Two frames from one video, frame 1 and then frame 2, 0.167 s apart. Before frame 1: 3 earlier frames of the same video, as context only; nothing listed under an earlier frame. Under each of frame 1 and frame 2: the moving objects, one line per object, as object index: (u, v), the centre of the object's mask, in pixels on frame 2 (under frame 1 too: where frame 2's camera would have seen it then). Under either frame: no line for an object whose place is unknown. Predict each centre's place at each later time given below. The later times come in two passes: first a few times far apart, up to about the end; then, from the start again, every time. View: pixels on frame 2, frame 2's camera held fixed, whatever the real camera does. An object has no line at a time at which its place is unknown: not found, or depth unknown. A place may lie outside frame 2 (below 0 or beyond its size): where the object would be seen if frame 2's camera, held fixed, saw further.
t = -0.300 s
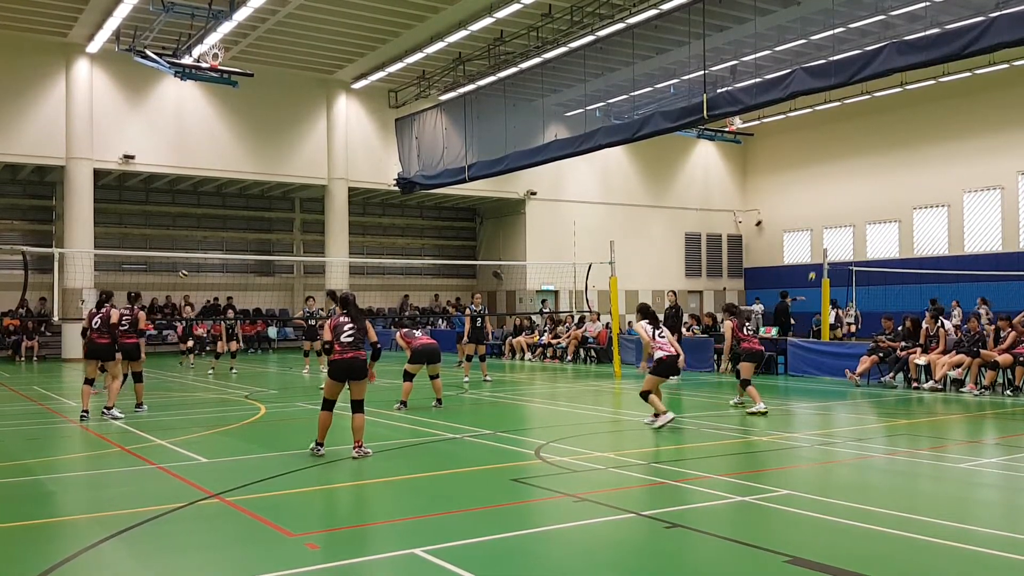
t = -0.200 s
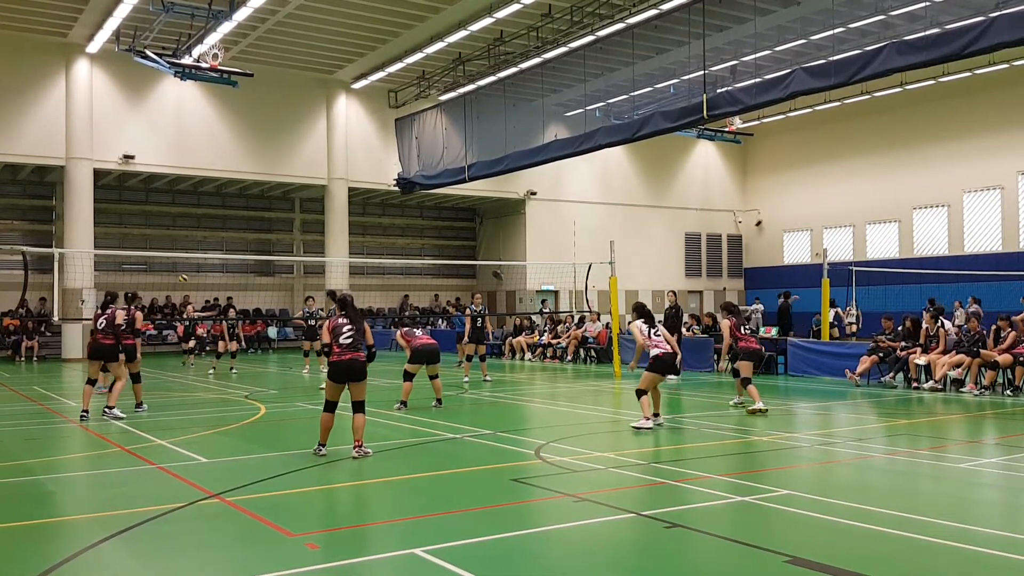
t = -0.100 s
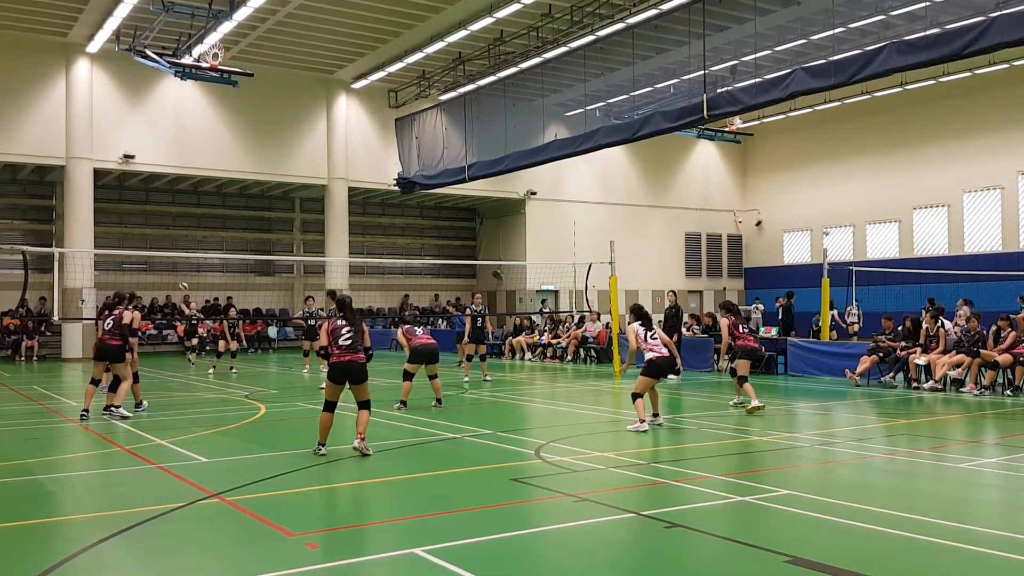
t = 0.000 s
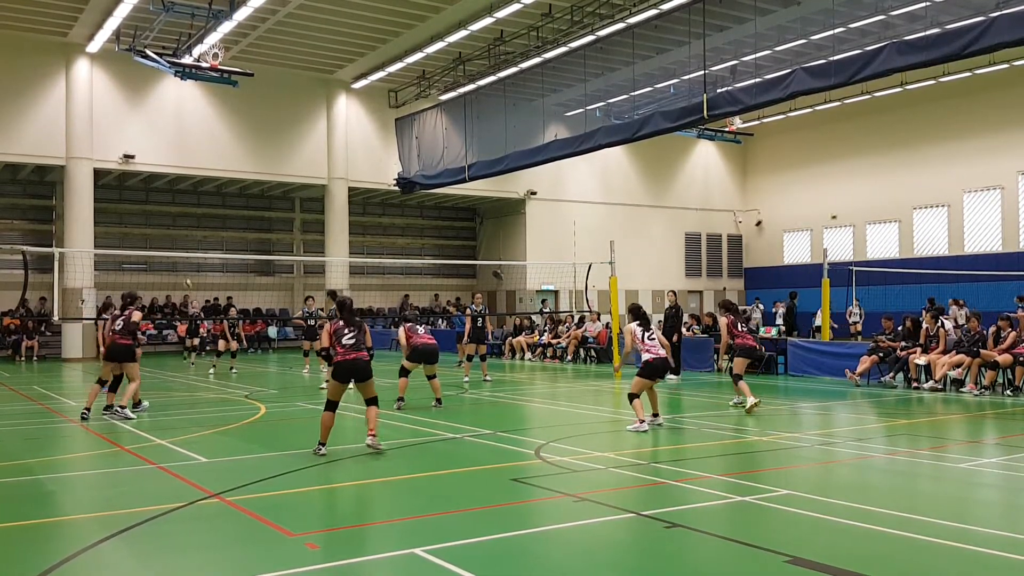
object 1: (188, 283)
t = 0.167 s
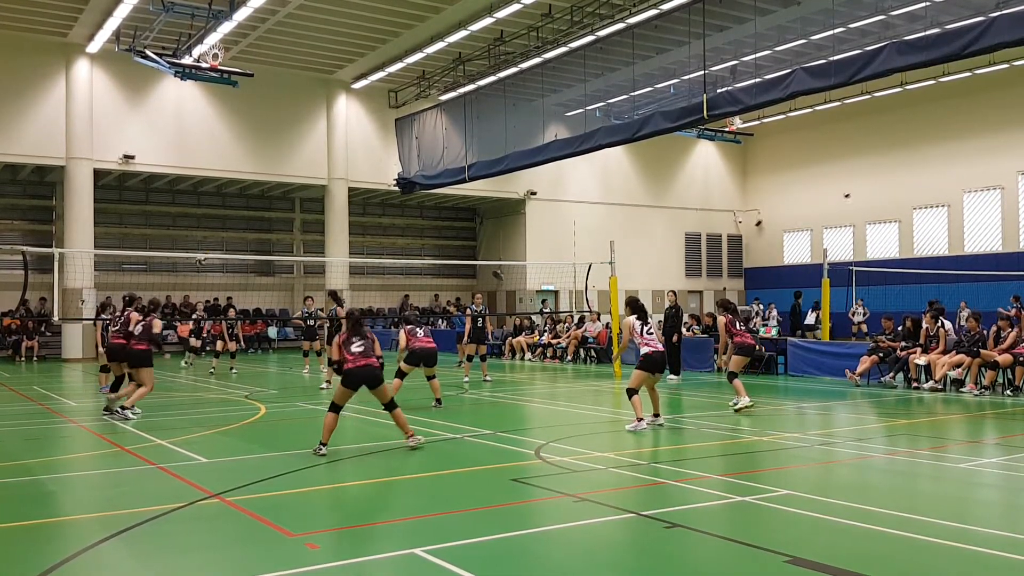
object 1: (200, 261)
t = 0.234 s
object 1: (205, 251)
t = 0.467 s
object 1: (224, 244)
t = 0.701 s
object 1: (246, 249)
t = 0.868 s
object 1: (260, 262)
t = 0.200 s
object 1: (203, 260)
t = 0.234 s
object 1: (205, 251)
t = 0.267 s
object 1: (207, 249)
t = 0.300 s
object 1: (210, 247)
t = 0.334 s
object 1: (212, 245)
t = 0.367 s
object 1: (215, 244)
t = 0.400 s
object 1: (218, 244)
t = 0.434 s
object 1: (221, 243)
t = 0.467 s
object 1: (224, 244)
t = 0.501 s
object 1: (227, 246)
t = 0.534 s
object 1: (231, 247)
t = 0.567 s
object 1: (234, 249)
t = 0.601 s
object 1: (238, 251)
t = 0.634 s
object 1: (240, 250)
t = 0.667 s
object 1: (242, 249)
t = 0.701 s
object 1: (246, 249)
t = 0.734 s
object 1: (248, 249)
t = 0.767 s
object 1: (250, 251)
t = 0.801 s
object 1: (254, 254)
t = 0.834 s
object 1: (257, 258)
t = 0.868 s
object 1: (260, 262)
